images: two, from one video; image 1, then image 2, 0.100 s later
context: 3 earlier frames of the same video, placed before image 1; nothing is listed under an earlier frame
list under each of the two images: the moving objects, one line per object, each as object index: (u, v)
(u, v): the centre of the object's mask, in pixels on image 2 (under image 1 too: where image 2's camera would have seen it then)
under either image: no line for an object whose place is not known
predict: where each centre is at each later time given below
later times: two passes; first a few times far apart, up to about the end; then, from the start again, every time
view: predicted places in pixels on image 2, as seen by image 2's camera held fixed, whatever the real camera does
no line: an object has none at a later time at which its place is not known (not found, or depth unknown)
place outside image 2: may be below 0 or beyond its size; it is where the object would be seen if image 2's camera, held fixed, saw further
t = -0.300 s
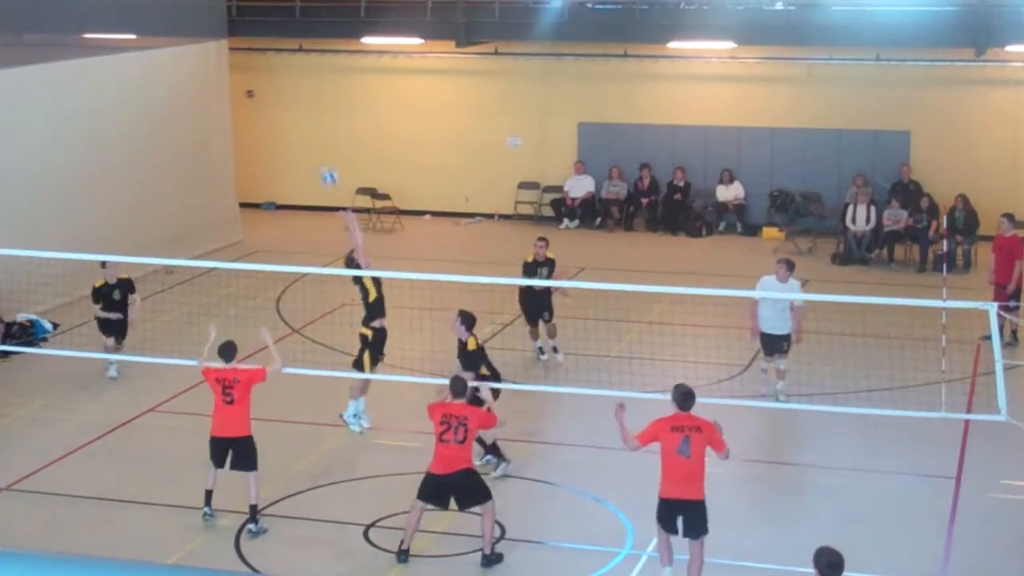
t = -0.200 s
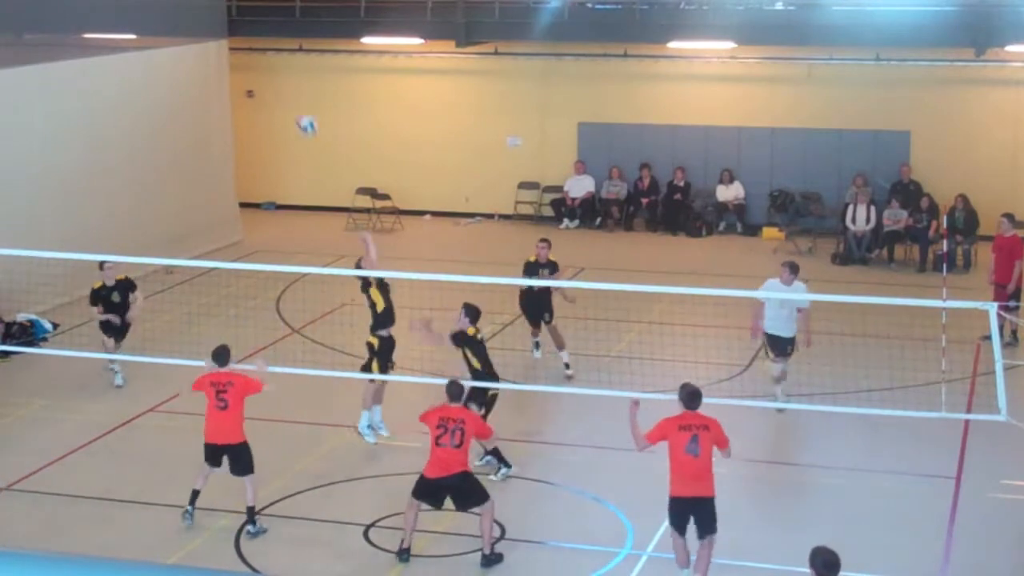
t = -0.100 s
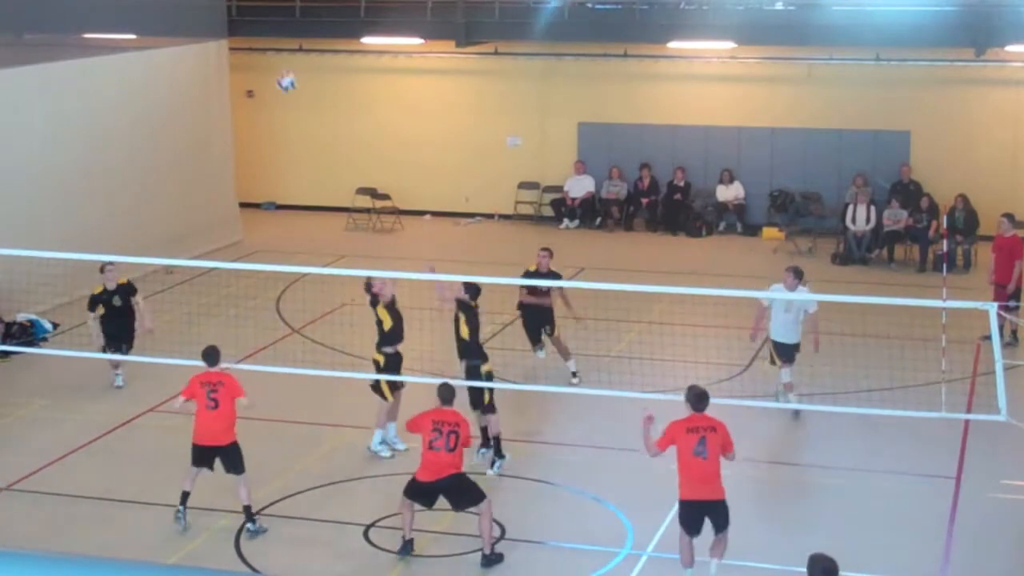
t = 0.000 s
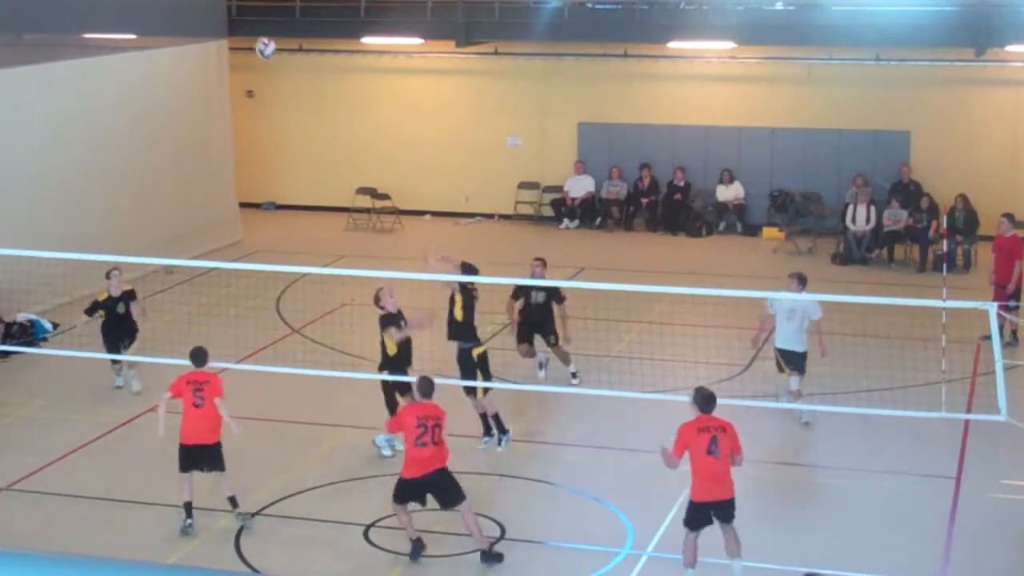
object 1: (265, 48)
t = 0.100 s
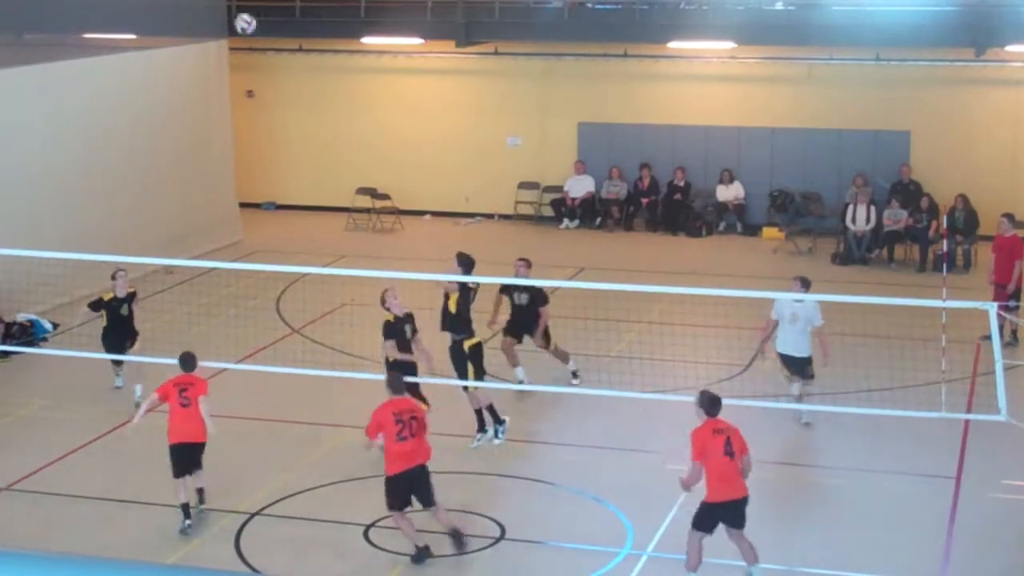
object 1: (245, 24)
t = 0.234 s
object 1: (219, 7)
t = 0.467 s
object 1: (174, 17)
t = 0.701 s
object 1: (133, 79)
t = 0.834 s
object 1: (111, 136)
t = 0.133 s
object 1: (238, 17)
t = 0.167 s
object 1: (232, 13)
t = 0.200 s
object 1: (226, 9)
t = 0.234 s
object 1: (219, 7)
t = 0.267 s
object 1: (213, 6)
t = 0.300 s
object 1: (206, 6)
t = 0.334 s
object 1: (199, 7)
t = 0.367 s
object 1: (193, 7)
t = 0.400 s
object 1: (186, 8)
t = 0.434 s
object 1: (180, 12)
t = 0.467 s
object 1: (174, 17)
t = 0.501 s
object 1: (168, 23)
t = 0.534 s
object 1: (162, 28)
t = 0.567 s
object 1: (156, 36)
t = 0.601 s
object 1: (150, 45)
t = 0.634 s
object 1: (144, 55)
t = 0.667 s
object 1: (138, 68)
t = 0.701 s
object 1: (133, 79)
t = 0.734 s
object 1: (128, 90)
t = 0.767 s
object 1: (121, 105)
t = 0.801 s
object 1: (117, 119)
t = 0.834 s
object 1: (111, 136)
